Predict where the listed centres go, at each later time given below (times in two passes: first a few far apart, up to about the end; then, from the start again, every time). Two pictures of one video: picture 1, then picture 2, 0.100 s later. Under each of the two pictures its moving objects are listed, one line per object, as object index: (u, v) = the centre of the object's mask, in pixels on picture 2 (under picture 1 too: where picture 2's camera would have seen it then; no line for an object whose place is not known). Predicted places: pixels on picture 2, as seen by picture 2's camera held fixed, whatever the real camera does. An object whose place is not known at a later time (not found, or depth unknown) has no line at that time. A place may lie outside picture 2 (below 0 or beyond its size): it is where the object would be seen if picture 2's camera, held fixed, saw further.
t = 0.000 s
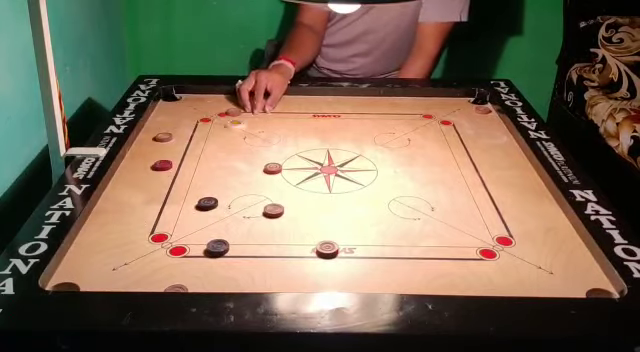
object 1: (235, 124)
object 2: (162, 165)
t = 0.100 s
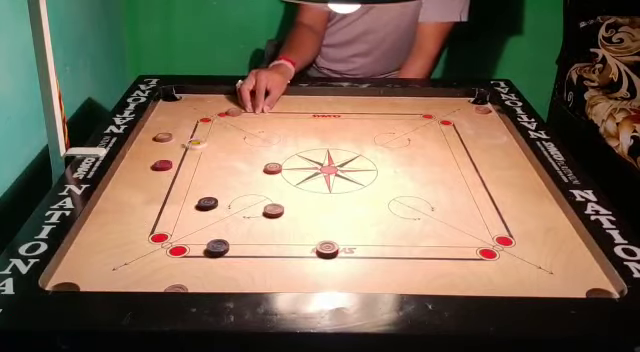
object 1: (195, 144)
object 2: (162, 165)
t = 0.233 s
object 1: (145, 164)
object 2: (139, 189)
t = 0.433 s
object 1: (146, 176)
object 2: (75, 255)
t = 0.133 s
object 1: (180, 151)
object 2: (162, 165)
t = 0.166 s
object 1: (165, 156)
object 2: (160, 167)
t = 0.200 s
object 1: (155, 160)
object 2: (149, 178)
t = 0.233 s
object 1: (145, 164)
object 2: (139, 189)
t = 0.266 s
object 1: (135, 166)
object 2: (128, 200)
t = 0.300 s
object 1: (129, 169)
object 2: (117, 211)
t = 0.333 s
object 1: (133, 171)
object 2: (107, 222)
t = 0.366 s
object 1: (138, 172)
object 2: (96, 234)
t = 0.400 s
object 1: (142, 174)
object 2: (85, 244)
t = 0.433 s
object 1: (146, 176)
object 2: (75, 255)
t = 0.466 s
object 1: (148, 177)
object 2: (72, 264)
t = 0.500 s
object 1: (151, 178)
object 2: (72, 272)
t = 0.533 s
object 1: (153, 179)
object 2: (69, 279)
